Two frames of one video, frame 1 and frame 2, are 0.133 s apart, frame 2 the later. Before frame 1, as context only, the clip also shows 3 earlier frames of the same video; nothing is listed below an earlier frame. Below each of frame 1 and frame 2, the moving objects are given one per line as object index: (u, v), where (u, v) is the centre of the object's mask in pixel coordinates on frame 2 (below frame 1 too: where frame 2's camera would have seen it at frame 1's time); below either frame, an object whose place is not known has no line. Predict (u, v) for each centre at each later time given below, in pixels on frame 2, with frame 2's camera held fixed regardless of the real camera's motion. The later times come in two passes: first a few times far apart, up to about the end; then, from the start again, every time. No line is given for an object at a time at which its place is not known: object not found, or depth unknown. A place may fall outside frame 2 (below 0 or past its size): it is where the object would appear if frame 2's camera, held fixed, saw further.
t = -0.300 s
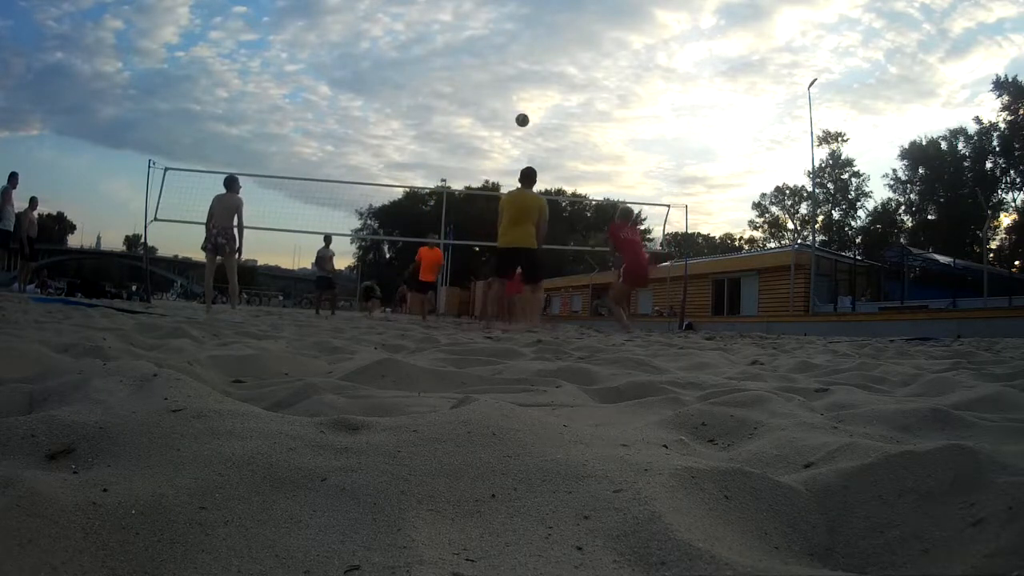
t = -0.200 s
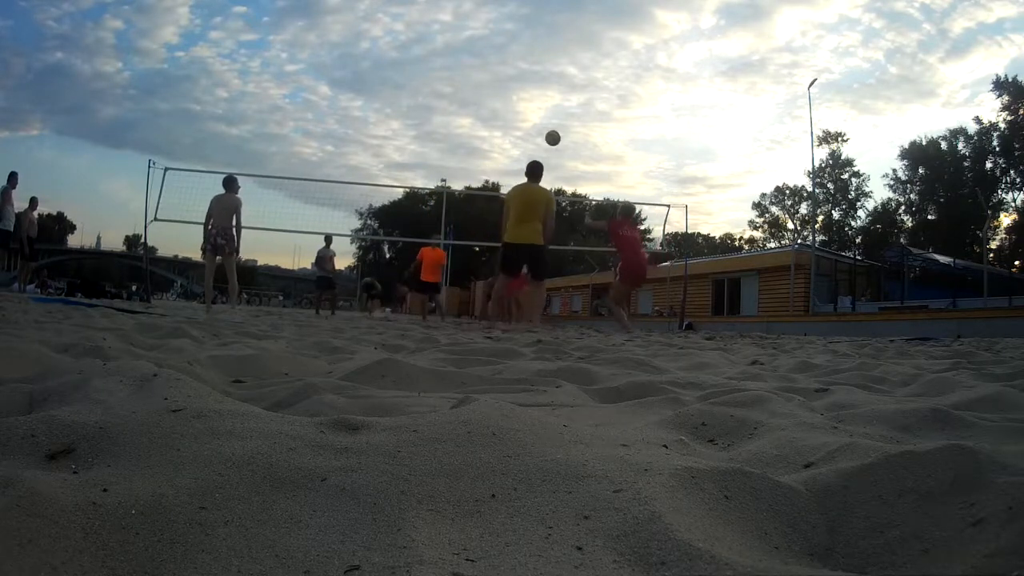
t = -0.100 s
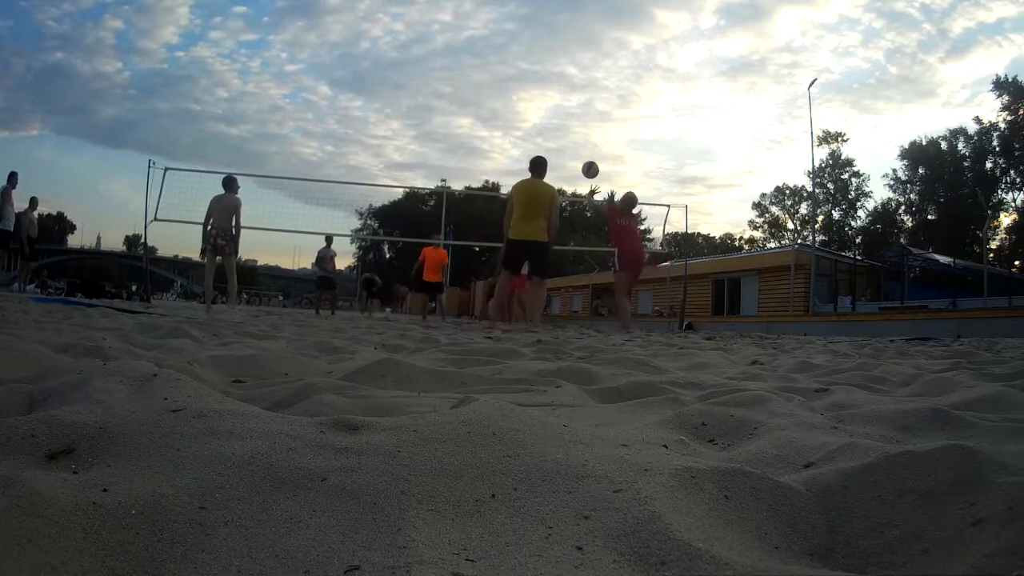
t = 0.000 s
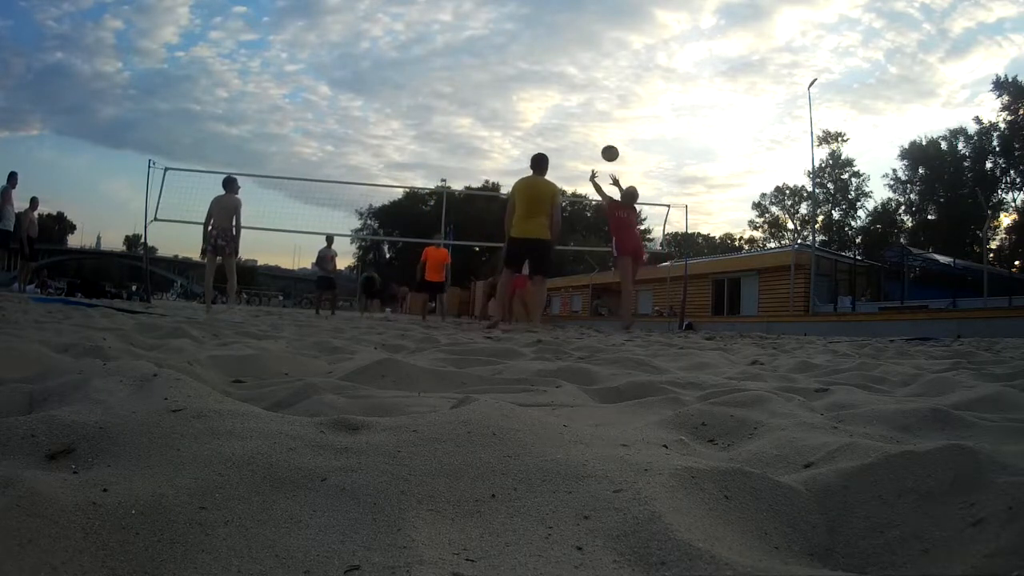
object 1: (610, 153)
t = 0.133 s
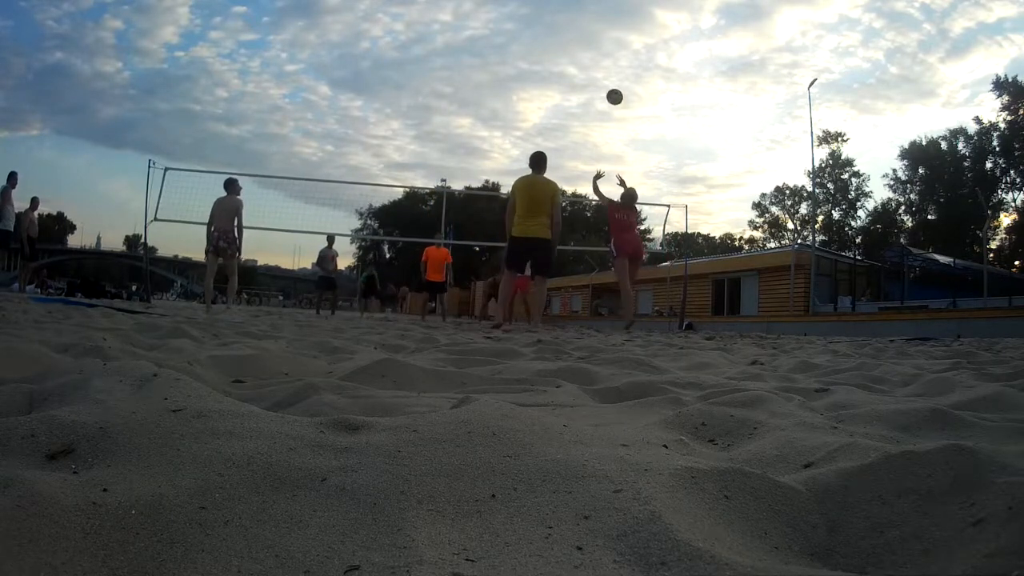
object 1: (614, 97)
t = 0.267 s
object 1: (618, 59)
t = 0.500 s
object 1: (623, 29)
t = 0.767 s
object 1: (629, 37)
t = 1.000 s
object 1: (633, 76)
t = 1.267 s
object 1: (635, 158)
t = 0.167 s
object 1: (615, 86)
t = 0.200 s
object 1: (616, 76)
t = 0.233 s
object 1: (617, 67)
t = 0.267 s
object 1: (618, 59)
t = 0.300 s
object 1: (619, 52)
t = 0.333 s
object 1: (620, 46)
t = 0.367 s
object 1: (621, 41)
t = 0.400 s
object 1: (621, 37)
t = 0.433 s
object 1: (622, 33)
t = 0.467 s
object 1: (623, 31)
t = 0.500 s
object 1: (623, 29)
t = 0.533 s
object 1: (624, 27)
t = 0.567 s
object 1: (625, 27)
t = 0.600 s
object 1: (626, 27)
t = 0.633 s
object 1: (626, 28)
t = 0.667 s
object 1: (627, 29)
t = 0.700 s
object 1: (628, 31)
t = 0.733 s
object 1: (628, 34)
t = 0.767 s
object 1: (629, 37)
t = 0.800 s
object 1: (630, 41)
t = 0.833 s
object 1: (630, 45)
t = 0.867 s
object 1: (631, 50)
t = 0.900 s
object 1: (632, 56)
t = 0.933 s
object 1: (632, 62)
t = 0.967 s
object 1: (633, 69)
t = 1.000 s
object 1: (633, 76)
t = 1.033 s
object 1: (634, 84)
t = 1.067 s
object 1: (634, 93)
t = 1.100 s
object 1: (634, 102)
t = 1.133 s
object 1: (635, 112)
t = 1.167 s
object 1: (635, 123)
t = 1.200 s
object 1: (635, 134)
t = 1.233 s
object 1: (635, 146)
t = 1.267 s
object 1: (635, 158)
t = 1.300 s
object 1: (635, 171)
